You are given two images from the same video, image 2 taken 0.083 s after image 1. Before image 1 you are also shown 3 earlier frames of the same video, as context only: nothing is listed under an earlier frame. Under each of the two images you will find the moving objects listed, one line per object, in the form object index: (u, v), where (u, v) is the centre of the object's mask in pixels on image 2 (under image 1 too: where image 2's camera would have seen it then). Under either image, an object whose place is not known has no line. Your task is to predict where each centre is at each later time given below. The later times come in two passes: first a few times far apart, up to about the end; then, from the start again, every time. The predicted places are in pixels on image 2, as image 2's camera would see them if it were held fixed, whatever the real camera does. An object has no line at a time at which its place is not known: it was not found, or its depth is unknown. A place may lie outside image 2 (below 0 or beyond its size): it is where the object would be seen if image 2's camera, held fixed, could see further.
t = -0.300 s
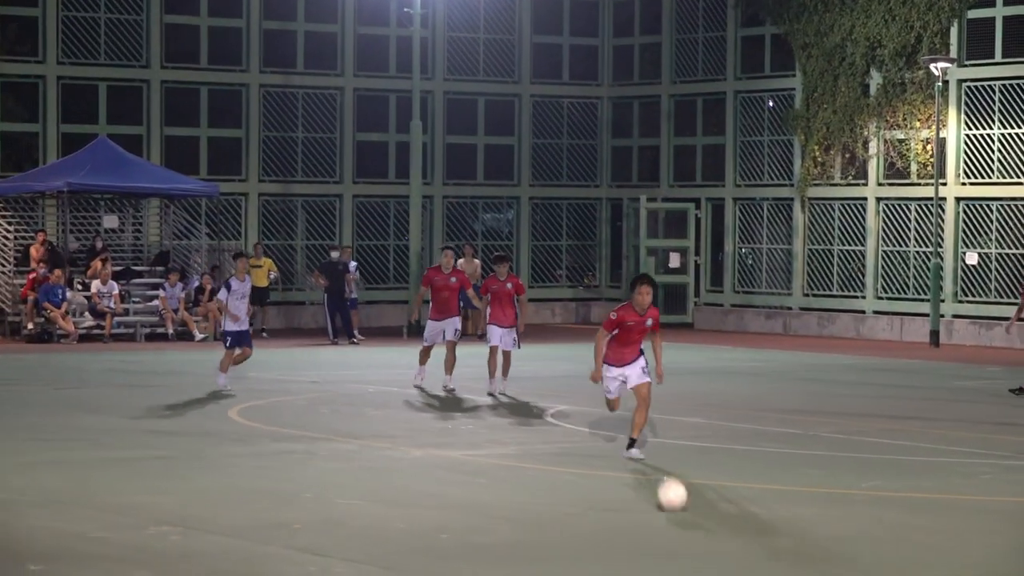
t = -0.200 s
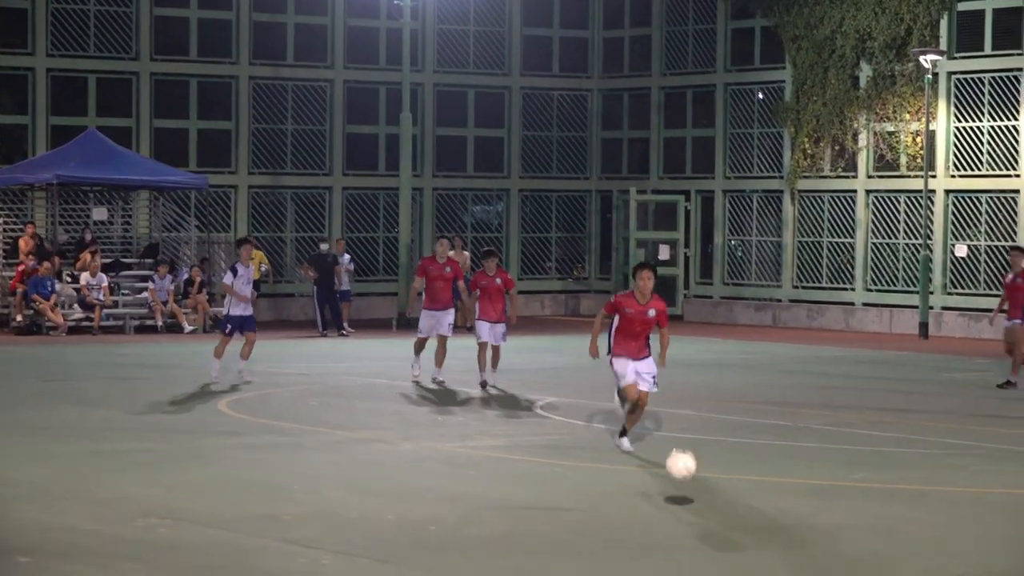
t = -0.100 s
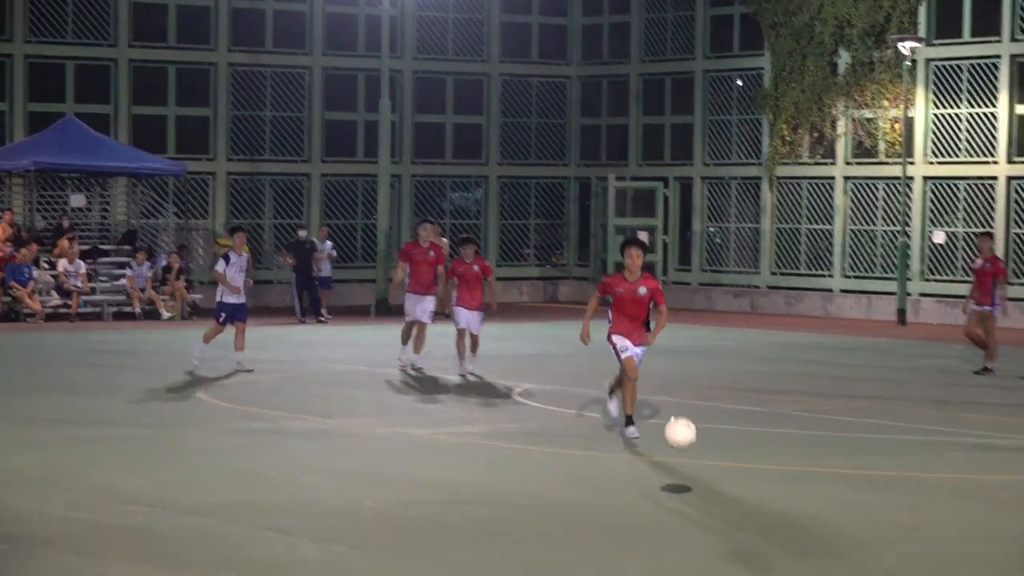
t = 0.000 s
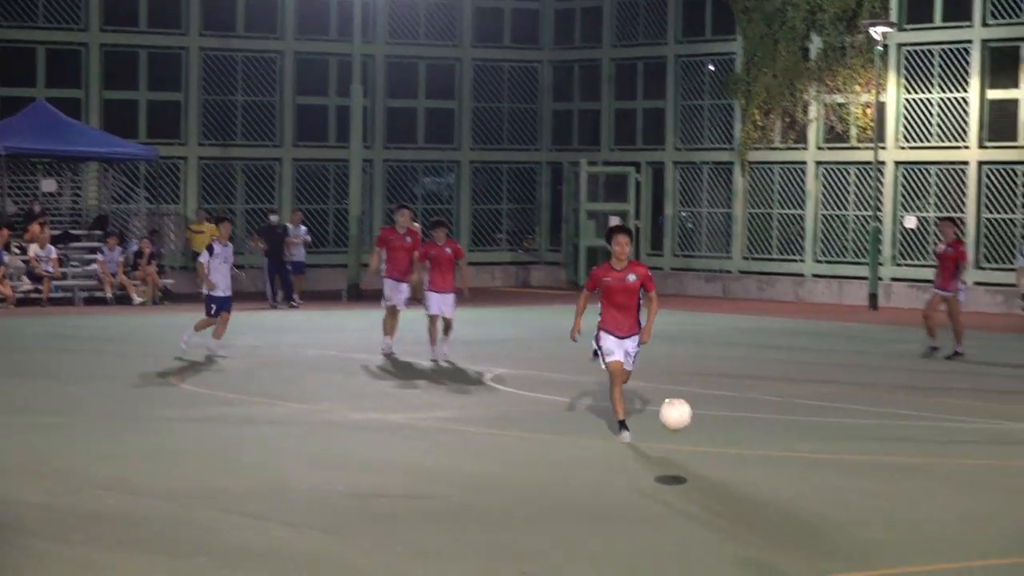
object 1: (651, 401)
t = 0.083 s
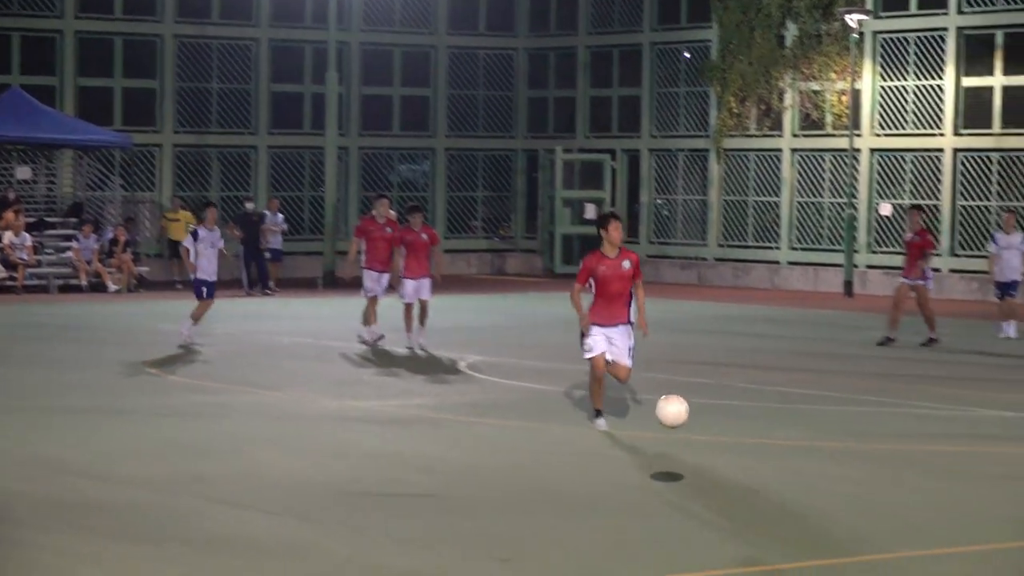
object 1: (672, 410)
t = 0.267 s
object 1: (720, 476)
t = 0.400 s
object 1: (760, 501)
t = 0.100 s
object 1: (676, 414)
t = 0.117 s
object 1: (680, 418)
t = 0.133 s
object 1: (685, 422)
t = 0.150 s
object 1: (689, 427)
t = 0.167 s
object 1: (693, 432)
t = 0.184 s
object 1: (697, 438)
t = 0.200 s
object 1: (702, 444)
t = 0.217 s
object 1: (707, 452)
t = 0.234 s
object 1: (711, 459)
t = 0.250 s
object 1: (716, 466)
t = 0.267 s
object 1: (720, 476)
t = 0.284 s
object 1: (725, 485)
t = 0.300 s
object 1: (730, 495)
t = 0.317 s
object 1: (735, 507)
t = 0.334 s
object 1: (739, 517)
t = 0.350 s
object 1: (745, 514)
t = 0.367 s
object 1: (750, 510)
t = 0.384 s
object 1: (755, 505)
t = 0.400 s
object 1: (760, 501)
